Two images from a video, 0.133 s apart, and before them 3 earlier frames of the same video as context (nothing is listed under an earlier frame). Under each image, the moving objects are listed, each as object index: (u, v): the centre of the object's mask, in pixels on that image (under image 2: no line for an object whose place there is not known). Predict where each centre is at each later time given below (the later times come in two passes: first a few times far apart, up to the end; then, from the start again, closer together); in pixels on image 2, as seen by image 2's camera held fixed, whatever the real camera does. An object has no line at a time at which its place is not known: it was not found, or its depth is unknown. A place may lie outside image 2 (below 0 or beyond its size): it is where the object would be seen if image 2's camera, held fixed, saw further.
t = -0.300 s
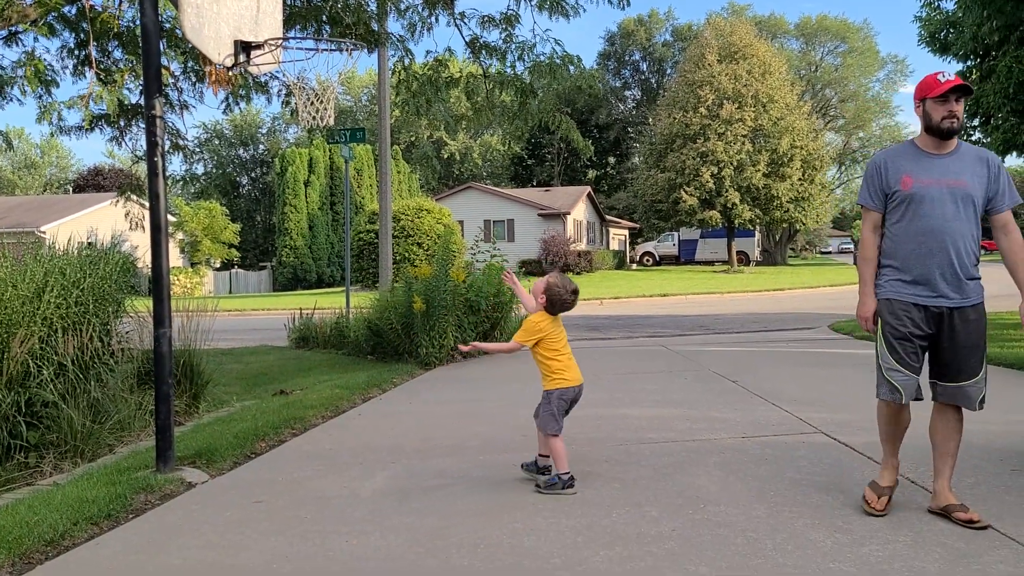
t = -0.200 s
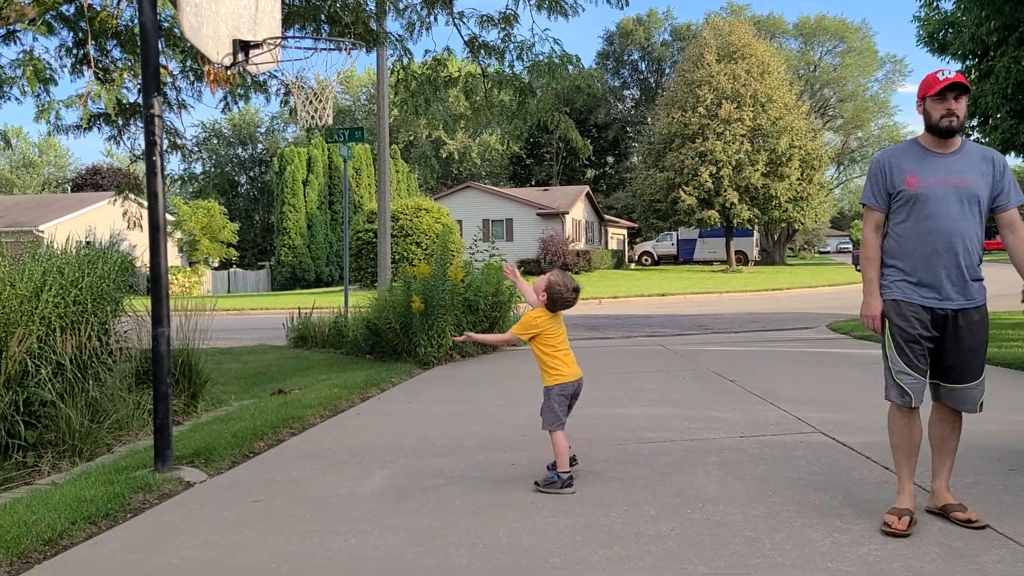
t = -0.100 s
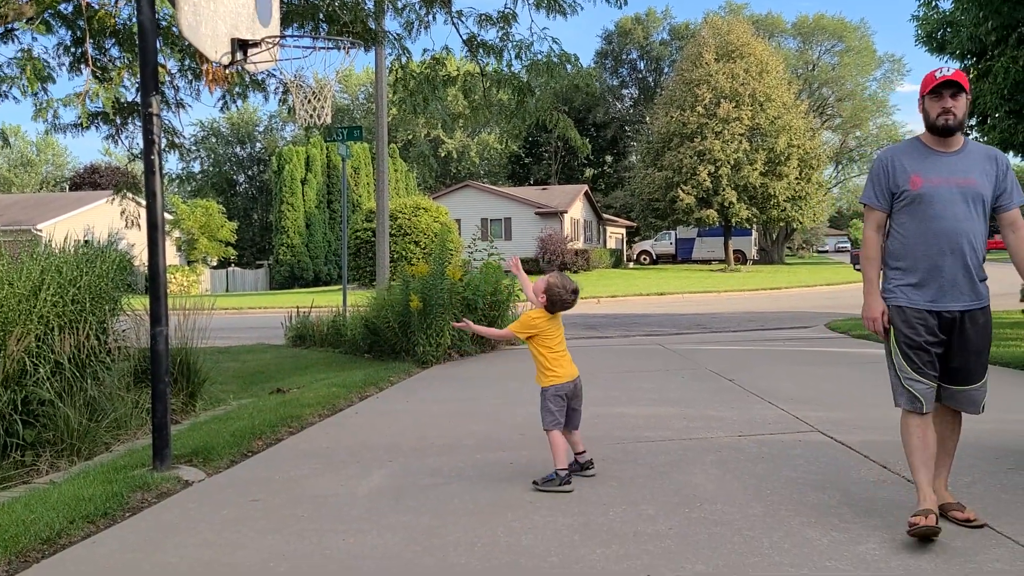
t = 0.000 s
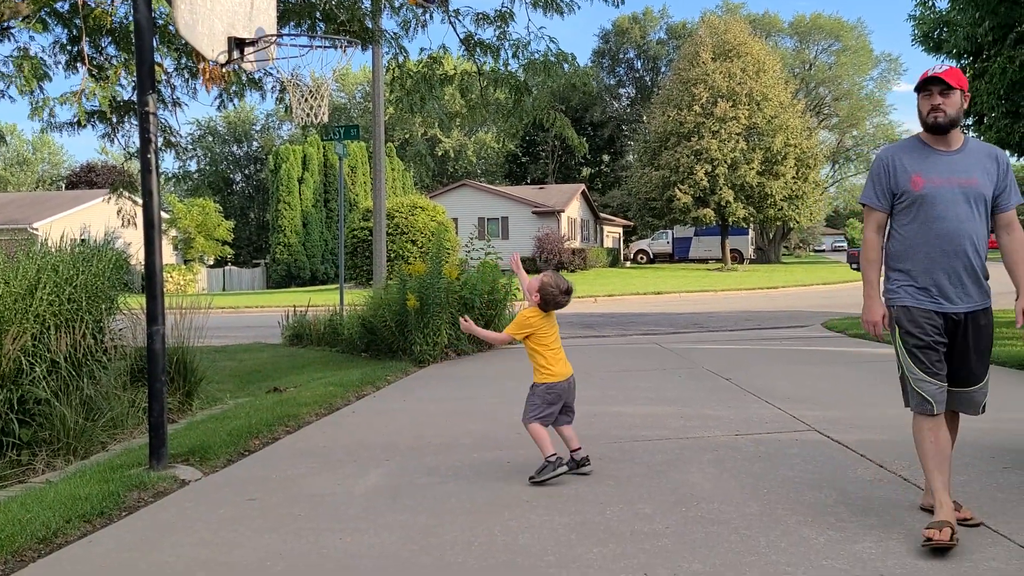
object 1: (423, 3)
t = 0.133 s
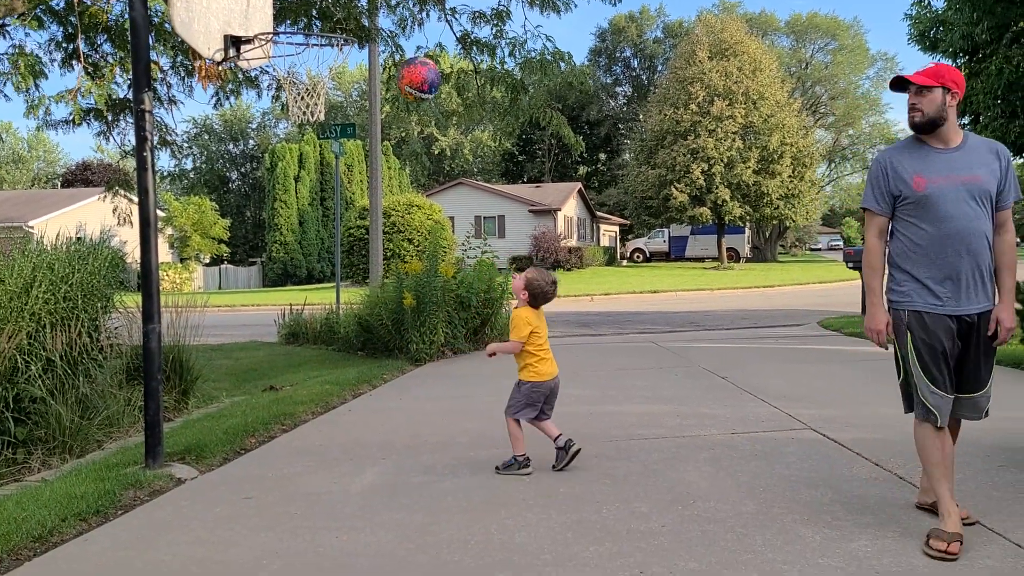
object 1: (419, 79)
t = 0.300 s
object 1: (419, 241)
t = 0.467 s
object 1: (421, 445)
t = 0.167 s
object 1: (419, 108)
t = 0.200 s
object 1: (418, 138)
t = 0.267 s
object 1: (419, 204)
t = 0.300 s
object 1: (419, 241)
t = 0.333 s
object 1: (419, 279)
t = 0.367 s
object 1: (419, 318)
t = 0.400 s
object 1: (420, 359)
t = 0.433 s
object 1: (421, 402)
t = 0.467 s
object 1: (421, 445)
